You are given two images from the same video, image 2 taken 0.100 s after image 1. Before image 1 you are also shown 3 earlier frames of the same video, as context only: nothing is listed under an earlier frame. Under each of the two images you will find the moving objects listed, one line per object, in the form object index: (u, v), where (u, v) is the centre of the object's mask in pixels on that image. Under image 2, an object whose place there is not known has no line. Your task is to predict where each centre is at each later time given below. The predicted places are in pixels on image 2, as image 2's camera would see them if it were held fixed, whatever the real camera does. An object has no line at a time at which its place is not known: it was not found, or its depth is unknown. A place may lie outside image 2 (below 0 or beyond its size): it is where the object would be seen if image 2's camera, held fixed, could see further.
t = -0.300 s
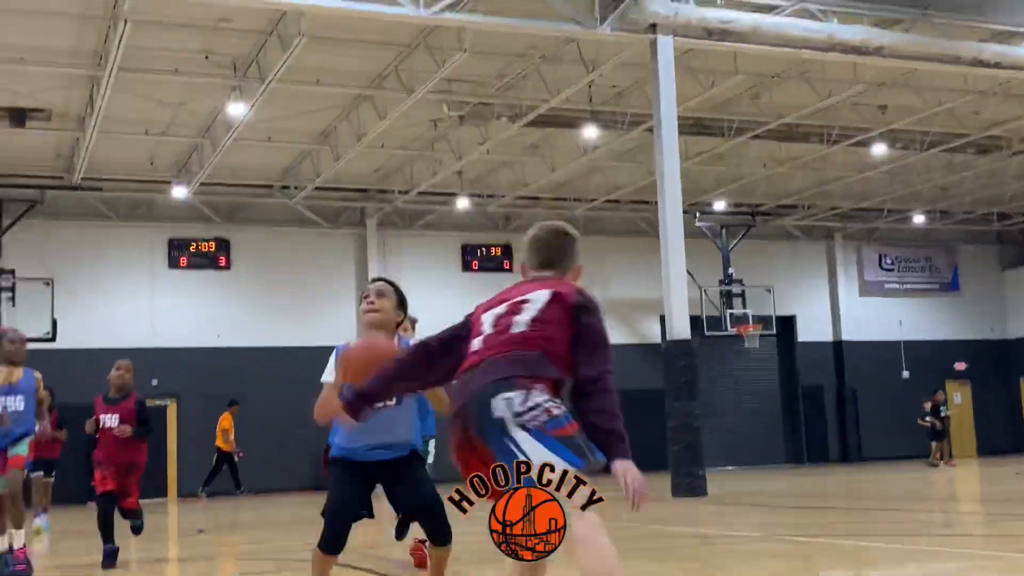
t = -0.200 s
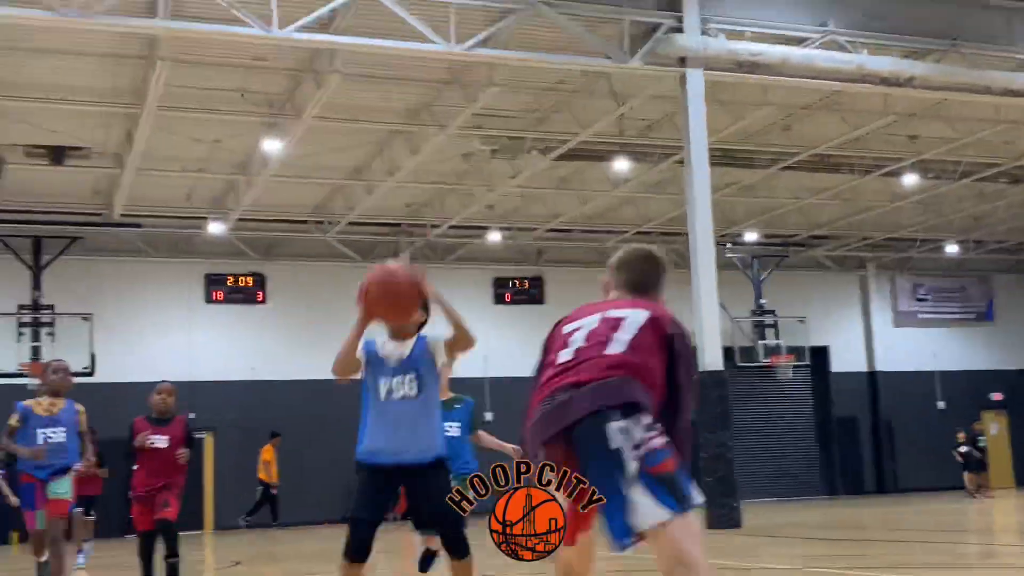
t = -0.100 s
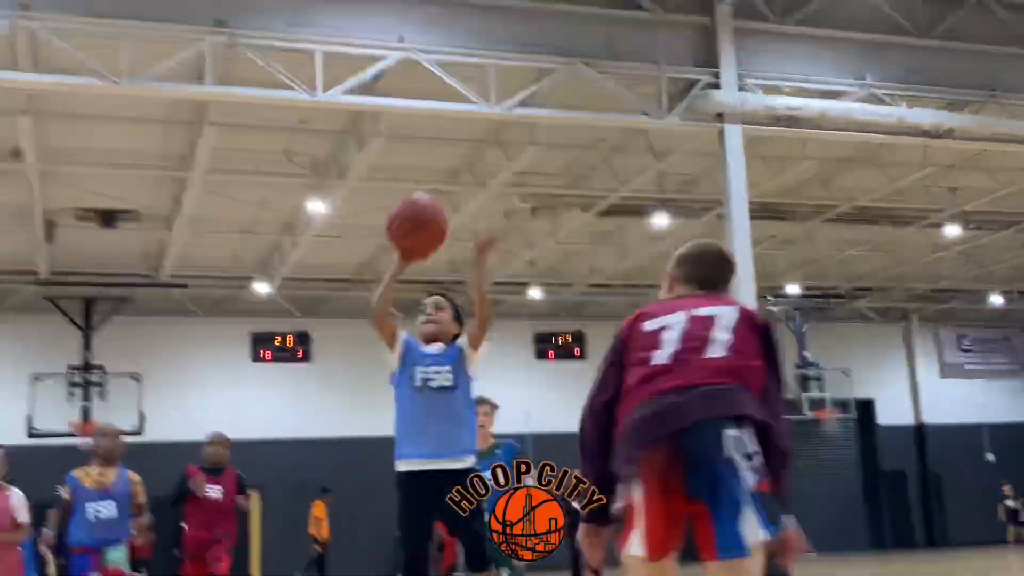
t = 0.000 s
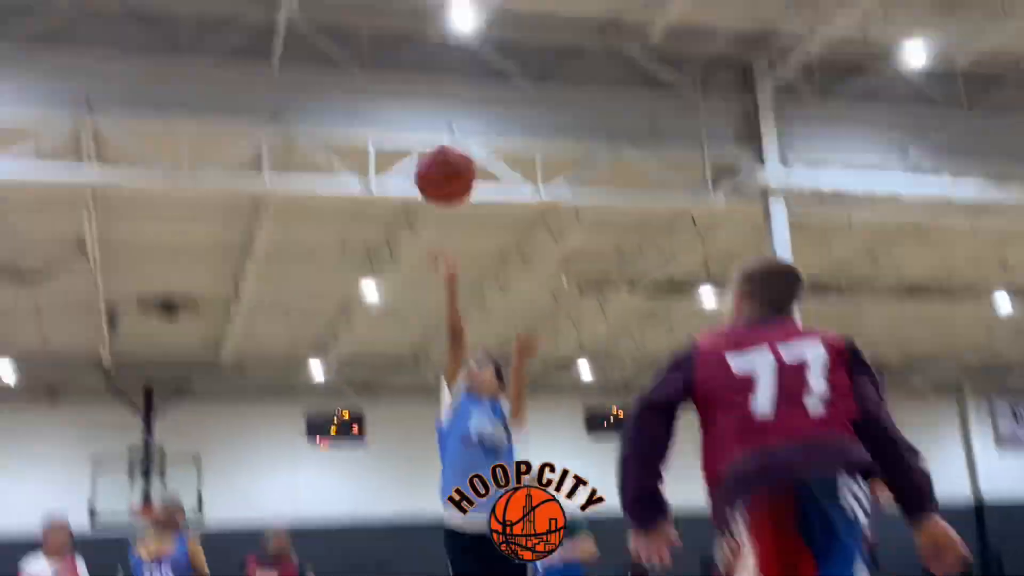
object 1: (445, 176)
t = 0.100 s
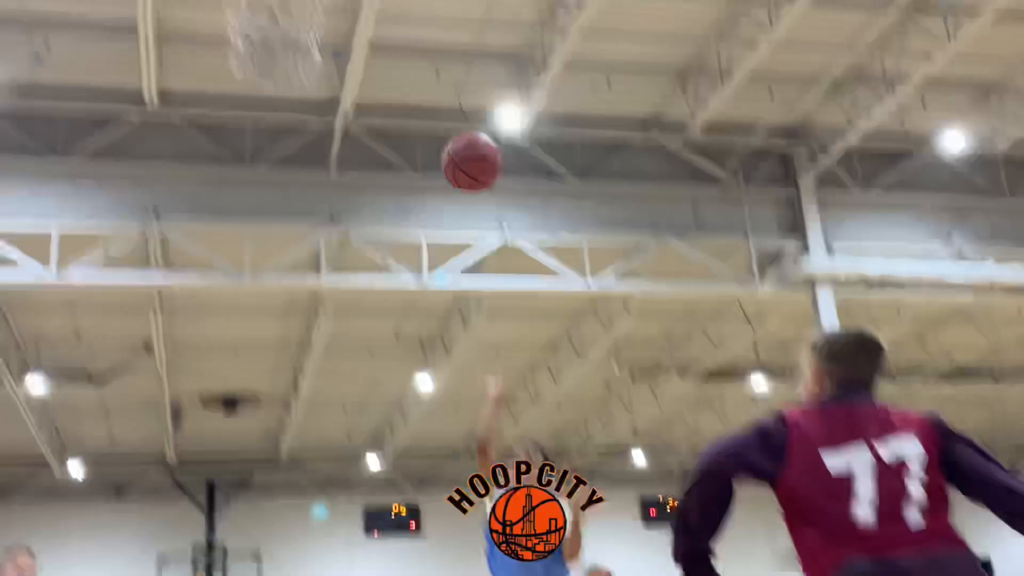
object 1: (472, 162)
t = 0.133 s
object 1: (463, 131)
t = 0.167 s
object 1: (456, 102)
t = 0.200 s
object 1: (449, 76)
